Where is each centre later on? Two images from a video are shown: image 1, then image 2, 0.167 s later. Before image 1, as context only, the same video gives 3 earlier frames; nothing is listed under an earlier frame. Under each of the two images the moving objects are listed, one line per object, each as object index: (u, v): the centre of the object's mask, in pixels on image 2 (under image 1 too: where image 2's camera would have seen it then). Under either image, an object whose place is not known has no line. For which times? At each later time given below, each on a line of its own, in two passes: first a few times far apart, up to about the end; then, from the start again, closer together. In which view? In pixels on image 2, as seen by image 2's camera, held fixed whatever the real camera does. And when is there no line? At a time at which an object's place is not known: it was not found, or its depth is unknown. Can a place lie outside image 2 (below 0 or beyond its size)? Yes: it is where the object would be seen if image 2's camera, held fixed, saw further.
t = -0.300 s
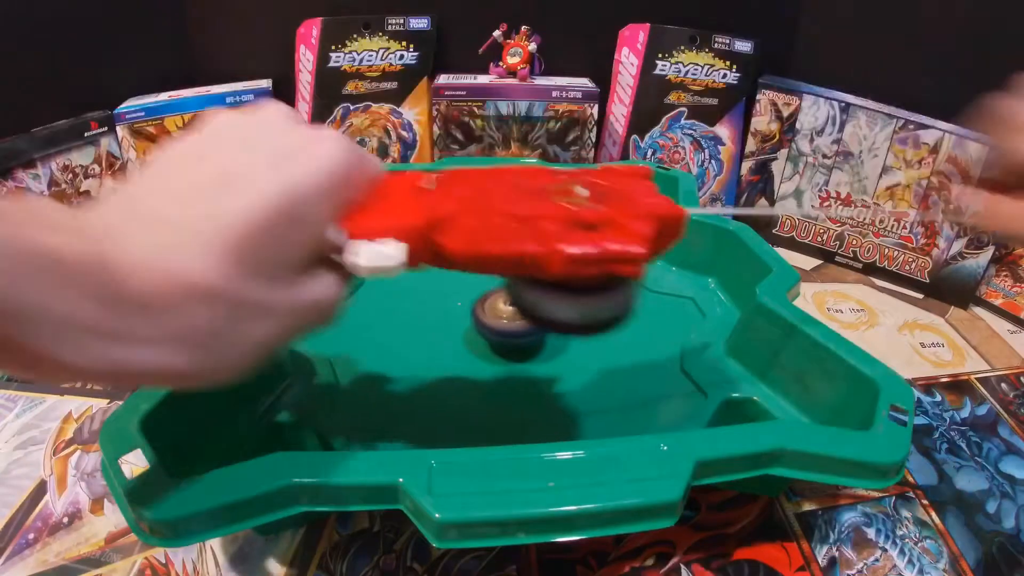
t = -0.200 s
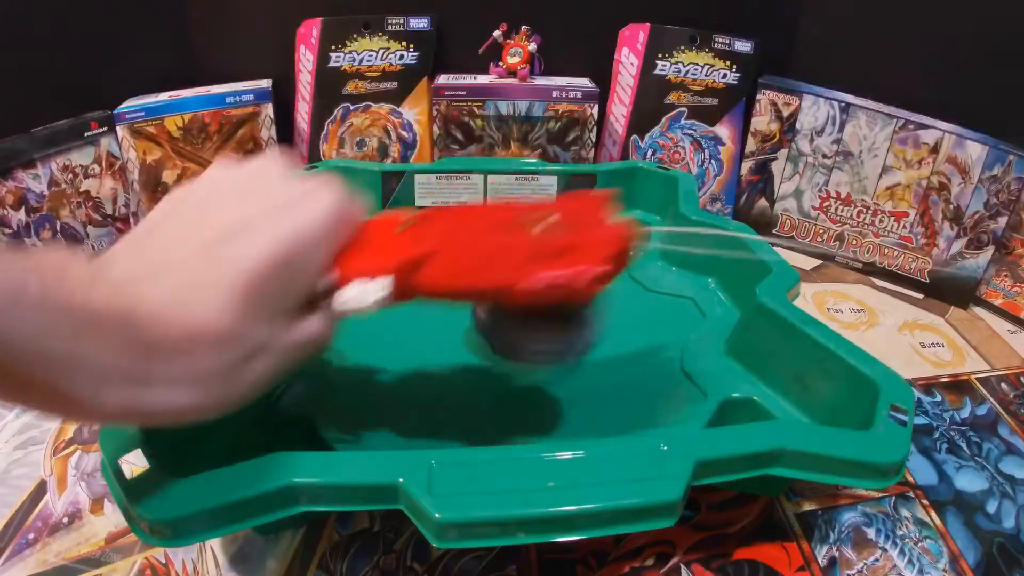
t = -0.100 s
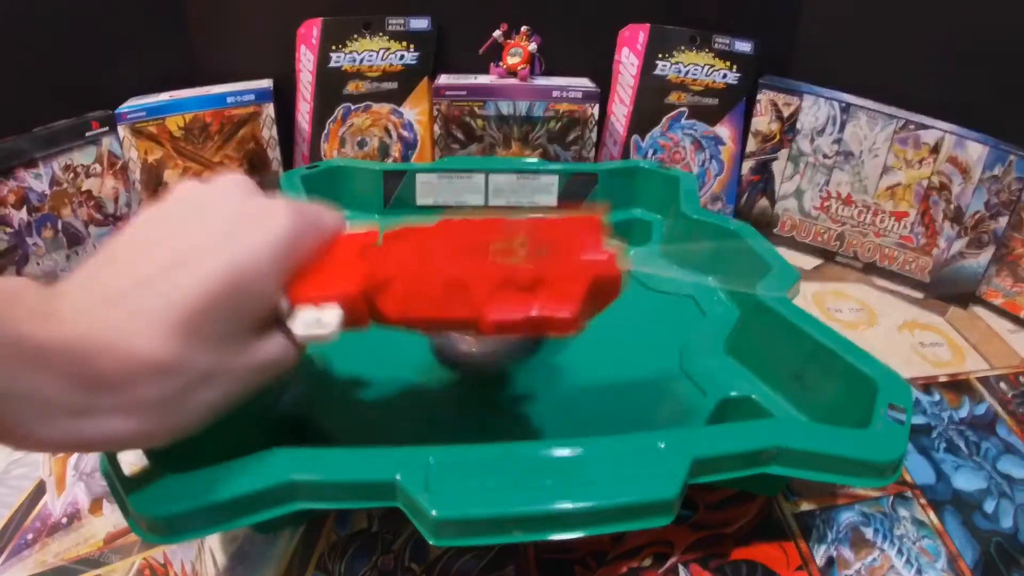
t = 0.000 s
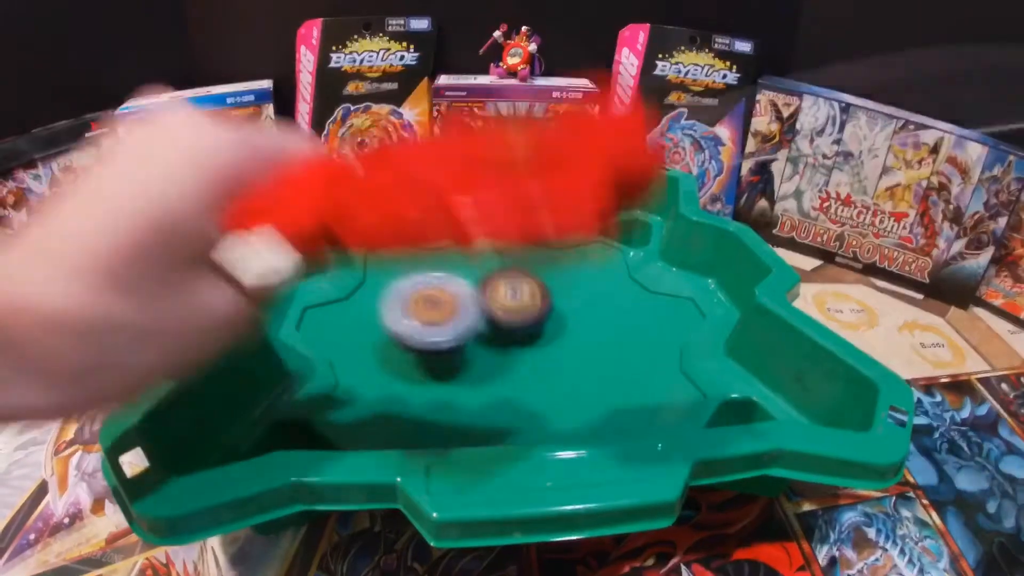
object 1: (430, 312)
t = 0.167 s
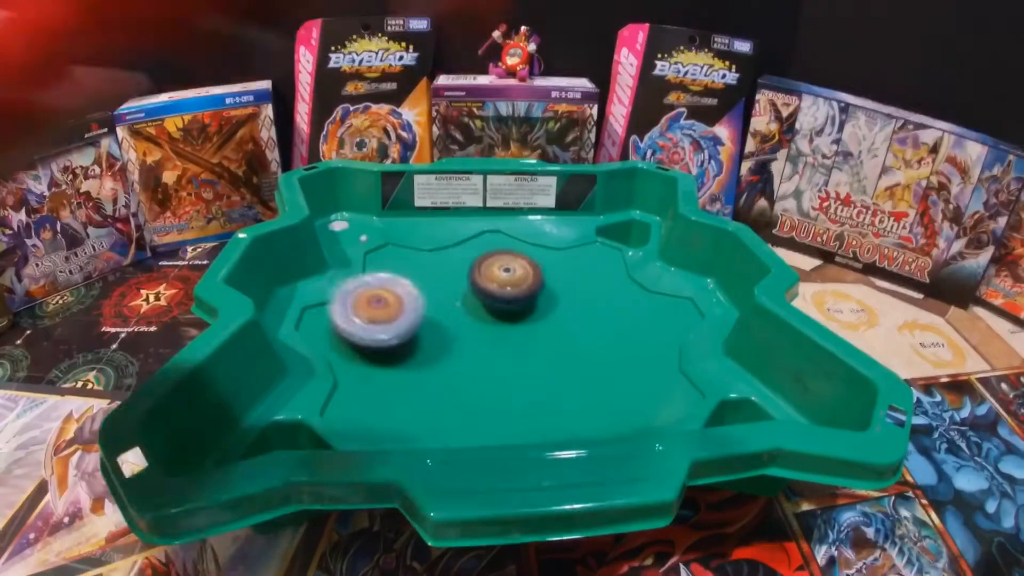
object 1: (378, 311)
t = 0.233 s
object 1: (374, 302)
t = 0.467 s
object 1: (420, 283)
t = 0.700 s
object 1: (436, 299)
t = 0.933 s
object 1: (426, 326)
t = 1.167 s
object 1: (429, 336)
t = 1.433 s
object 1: (438, 330)
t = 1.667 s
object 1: (480, 336)
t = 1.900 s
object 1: (494, 358)
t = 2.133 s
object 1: (478, 352)
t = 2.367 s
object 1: (523, 349)
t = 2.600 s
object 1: (545, 372)
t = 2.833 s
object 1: (501, 336)
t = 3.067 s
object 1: (584, 306)
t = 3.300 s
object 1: (623, 316)
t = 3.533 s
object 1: (538, 329)
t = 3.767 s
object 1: (474, 265)
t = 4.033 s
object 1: (496, 256)
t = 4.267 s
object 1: (482, 286)
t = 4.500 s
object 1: (349, 297)
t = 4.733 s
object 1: (397, 308)
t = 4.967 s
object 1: (461, 351)
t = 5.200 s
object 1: (495, 368)
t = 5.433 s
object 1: (558, 335)
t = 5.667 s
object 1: (668, 282)
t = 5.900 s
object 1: (556, 330)
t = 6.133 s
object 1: (478, 220)
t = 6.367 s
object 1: (451, 310)
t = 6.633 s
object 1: (503, 378)
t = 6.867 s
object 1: (518, 347)
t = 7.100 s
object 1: (487, 303)
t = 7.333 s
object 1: (481, 284)
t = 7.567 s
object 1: (476, 290)
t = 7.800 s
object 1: (482, 301)
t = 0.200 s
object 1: (374, 306)
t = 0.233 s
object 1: (374, 302)
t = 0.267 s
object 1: (377, 298)
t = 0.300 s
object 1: (381, 294)
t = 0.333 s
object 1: (388, 290)
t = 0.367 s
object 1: (398, 288)
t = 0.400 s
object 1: (406, 285)
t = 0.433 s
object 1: (416, 284)
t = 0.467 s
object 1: (420, 283)
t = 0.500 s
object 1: (424, 282)
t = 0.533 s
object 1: (429, 283)
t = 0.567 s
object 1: (433, 284)
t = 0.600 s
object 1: (439, 288)
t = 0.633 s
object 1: (442, 292)
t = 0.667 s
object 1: (440, 295)
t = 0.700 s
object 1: (436, 299)
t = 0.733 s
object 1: (433, 302)
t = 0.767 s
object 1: (430, 307)
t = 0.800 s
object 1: (428, 311)
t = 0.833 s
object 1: (426, 315)
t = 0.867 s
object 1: (425, 319)
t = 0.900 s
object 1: (425, 323)
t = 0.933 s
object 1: (426, 326)
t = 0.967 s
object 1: (427, 329)
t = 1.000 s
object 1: (430, 331)
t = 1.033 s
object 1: (433, 333)
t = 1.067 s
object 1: (437, 334)
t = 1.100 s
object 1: (436, 336)
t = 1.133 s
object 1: (433, 337)
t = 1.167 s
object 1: (429, 336)
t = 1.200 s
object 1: (426, 336)
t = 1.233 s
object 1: (424, 336)
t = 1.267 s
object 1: (424, 335)
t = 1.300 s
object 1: (425, 333)
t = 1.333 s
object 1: (426, 333)
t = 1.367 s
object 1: (430, 331)
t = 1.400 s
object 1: (434, 330)
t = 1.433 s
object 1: (438, 330)
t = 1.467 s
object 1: (443, 329)
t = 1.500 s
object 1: (450, 328)
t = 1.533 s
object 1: (457, 328)
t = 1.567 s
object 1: (465, 328)
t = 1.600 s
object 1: (472, 330)
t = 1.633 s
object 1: (476, 333)
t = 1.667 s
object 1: (480, 336)
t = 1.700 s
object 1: (483, 340)
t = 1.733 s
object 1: (486, 344)
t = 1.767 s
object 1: (489, 348)
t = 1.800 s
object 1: (491, 351)
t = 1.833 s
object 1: (493, 353)
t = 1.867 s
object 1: (494, 356)
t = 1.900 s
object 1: (494, 358)
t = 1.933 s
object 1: (493, 359)
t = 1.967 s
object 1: (491, 359)
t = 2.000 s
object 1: (489, 359)
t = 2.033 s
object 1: (486, 359)
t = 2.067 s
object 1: (483, 358)
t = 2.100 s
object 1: (480, 355)
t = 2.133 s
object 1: (478, 352)
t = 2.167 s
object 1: (477, 348)
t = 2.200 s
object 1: (477, 344)
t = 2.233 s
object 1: (480, 339)
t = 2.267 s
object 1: (486, 335)
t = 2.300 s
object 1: (494, 333)
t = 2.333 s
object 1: (509, 342)
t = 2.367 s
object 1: (523, 349)
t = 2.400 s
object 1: (535, 355)
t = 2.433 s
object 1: (544, 359)
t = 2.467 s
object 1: (551, 363)
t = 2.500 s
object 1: (554, 366)
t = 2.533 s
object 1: (554, 369)
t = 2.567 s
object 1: (551, 371)
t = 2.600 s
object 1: (545, 372)
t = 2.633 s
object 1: (538, 371)
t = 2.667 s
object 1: (528, 369)
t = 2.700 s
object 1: (520, 365)
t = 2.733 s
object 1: (512, 360)
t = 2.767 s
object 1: (507, 354)
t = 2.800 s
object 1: (502, 345)
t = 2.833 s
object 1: (501, 336)
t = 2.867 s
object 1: (501, 328)
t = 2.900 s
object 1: (510, 320)
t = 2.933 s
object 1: (527, 318)
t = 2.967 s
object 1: (544, 315)
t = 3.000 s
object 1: (559, 311)
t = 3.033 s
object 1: (572, 308)
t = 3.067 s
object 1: (584, 306)
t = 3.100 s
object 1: (595, 304)
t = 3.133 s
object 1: (604, 303)
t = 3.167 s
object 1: (612, 303)
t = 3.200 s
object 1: (618, 305)
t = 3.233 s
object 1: (622, 308)
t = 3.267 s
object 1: (624, 311)
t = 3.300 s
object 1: (623, 316)
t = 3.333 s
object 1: (620, 321)
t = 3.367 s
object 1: (613, 327)
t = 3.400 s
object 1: (603, 330)
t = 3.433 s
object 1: (588, 333)
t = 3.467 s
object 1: (573, 334)
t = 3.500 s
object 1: (555, 332)
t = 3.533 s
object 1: (538, 329)
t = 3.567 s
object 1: (522, 321)
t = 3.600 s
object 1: (508, 310)
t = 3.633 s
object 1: (496, 301)
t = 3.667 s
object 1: (488, 290)
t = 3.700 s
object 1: (481, 281)
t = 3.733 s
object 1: (477, 272)
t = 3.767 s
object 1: (474, 265)
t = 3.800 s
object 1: (472, 260)
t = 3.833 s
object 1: (473, 256)
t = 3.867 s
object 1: (475, 253)
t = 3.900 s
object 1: (477, 252)
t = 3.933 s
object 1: (481, 252)
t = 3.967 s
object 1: (486, 252)
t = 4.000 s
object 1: (491, 254)
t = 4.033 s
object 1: (496, 256)
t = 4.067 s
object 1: (501, 259)
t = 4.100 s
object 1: (506, 263)
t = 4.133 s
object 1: (510, 267)
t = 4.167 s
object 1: (514, 272)
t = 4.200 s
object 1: (517, 277)
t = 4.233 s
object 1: (511, 282)
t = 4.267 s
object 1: (482, 286)
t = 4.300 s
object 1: (454, 290)
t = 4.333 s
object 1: (427, 292)
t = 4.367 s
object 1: (403, 293)
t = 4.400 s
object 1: (383, 294)
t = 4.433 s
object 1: (368, 296)
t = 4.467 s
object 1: (356, 296)
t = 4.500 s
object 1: (349, 297)
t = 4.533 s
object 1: (345, 297)
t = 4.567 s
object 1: (346, 298)
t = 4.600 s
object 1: (350, 299)
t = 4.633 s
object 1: (357, 301)
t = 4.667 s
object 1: (368, 303)
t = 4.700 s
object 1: (381, 305)
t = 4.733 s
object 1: (397, 308)
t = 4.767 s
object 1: (414, 310)
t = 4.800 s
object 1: (435, 313)
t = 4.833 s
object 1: (452, 315)
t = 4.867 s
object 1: (455, 323)
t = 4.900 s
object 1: (456, 335)
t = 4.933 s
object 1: (458, 343)
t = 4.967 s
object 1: (461, 351)
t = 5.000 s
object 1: (464, 358)
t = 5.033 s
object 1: (468, 363)
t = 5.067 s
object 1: (473, 366)
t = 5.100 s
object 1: (478, 369)
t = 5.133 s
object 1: (483, 370)
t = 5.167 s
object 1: (489, 369)
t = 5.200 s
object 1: (495, 368)
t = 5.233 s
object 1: (502, 365)
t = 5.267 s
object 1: (508, 361)
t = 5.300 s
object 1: (514, 357)
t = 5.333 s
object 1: (520, 351)
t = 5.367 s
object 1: (525, 345)
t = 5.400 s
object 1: (532, 339)
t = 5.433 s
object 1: (558, 335)
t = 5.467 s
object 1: (586, 325)
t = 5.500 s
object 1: (611, 317)
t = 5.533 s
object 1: (629, 300)
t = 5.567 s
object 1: (648, 293)
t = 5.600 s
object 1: (661, 286)
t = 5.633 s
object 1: (668, 282)
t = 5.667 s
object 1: (668, 282)
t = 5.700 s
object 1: (664, 288)
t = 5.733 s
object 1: (652, 292)
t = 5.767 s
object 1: (639, 303)
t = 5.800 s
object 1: (621, 310)
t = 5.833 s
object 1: (600, 318)
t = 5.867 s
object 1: (577, 324)
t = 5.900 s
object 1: (556, 330)
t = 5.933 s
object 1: (535, 317)
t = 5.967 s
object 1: (521, 281)
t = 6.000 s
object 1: (509, 248)
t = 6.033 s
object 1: (504, 231)
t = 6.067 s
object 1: (493, 205)
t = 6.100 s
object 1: (487, 202)
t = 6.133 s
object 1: (478, 220)
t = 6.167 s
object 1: (471, 233)
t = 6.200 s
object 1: (463, 244)
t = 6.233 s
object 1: (461, 250)
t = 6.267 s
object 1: (457, 265)
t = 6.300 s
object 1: (451, 287)
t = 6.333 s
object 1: (453, 295)
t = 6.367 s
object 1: (451, 310)
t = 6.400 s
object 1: (456, 327)
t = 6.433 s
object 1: (460, 334)
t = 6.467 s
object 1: (460, 356)
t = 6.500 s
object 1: (473, 362)
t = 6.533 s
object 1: (481, 364)
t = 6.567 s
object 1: (487, 377)
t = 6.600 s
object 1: (497, 378)
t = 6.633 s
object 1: (503, 378)
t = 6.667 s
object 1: (514, 383)
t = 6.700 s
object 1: (517, 380)
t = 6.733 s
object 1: (521, 375)
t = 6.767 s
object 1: (522, 368)
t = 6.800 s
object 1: (522, 359)
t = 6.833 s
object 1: (521, 353)
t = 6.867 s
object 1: (518, 347)
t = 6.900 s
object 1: (512, 344)
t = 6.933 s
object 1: (506, 337)
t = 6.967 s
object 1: (501, 329)
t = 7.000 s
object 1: (497, 322)
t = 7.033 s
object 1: (490, 317)
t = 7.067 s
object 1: (489, 310)
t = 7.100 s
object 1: (487, 303)
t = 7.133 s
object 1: (487, 297)
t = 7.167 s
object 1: (484, 294)
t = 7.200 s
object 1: (482, 292)
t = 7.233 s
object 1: (483, 289)
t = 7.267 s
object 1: (483, 286)
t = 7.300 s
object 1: (483, 283)
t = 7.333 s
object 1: (481, 284)
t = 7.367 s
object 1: (480, 284)
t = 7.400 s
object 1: (479, 286)
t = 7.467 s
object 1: (477, 288)
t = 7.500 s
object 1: (476, 289)
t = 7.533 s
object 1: (475, 290)
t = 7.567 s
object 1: (476, 290)
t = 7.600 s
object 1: (476, 292)
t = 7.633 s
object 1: (476, 293)
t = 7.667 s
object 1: (480, 294)
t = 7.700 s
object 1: (481, 296)
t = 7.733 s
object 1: (482, 298)
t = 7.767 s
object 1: (482, 300)
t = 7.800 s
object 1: (482, 301)
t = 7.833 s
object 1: (482, 301)
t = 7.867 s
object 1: (482, 302)
